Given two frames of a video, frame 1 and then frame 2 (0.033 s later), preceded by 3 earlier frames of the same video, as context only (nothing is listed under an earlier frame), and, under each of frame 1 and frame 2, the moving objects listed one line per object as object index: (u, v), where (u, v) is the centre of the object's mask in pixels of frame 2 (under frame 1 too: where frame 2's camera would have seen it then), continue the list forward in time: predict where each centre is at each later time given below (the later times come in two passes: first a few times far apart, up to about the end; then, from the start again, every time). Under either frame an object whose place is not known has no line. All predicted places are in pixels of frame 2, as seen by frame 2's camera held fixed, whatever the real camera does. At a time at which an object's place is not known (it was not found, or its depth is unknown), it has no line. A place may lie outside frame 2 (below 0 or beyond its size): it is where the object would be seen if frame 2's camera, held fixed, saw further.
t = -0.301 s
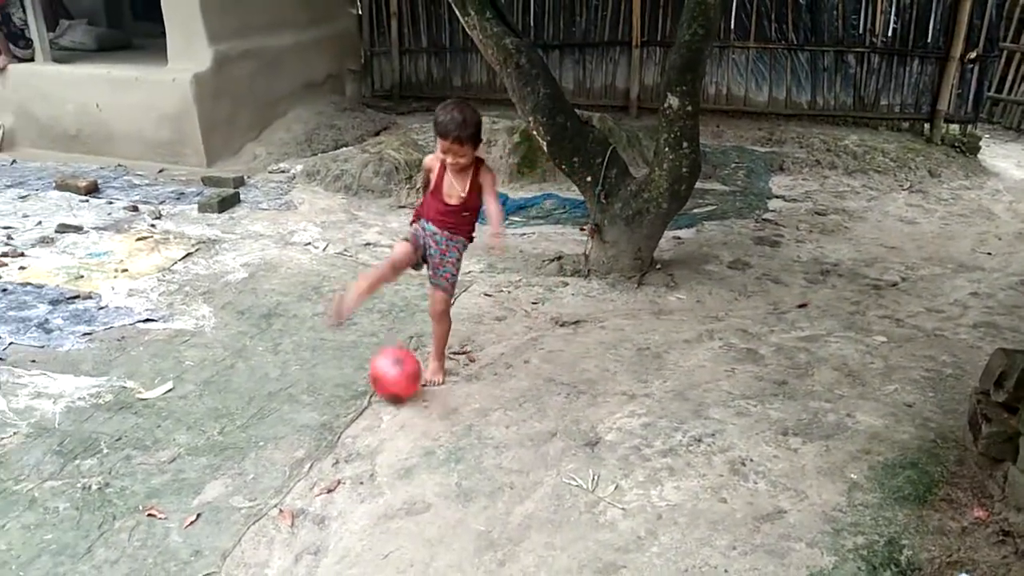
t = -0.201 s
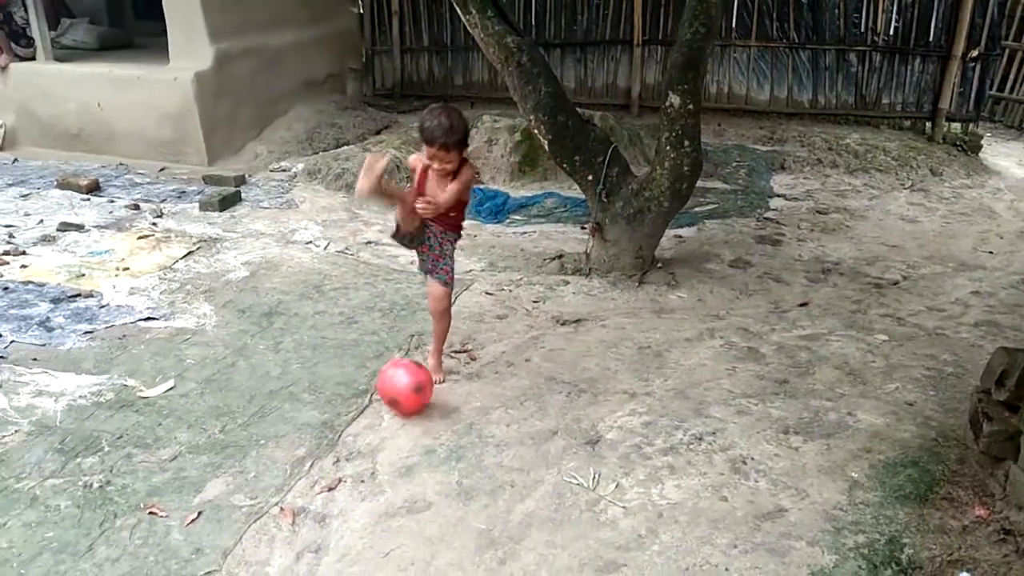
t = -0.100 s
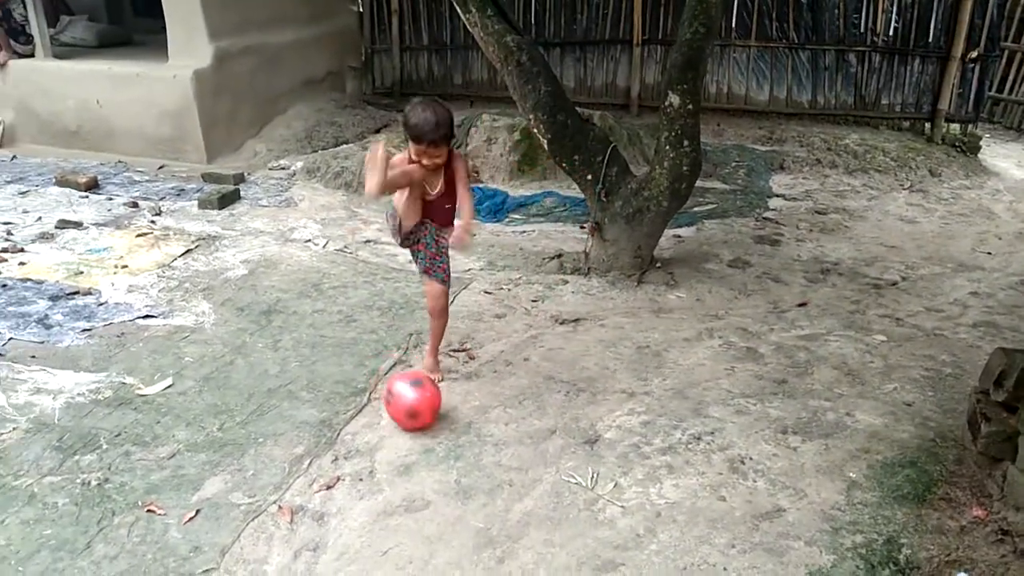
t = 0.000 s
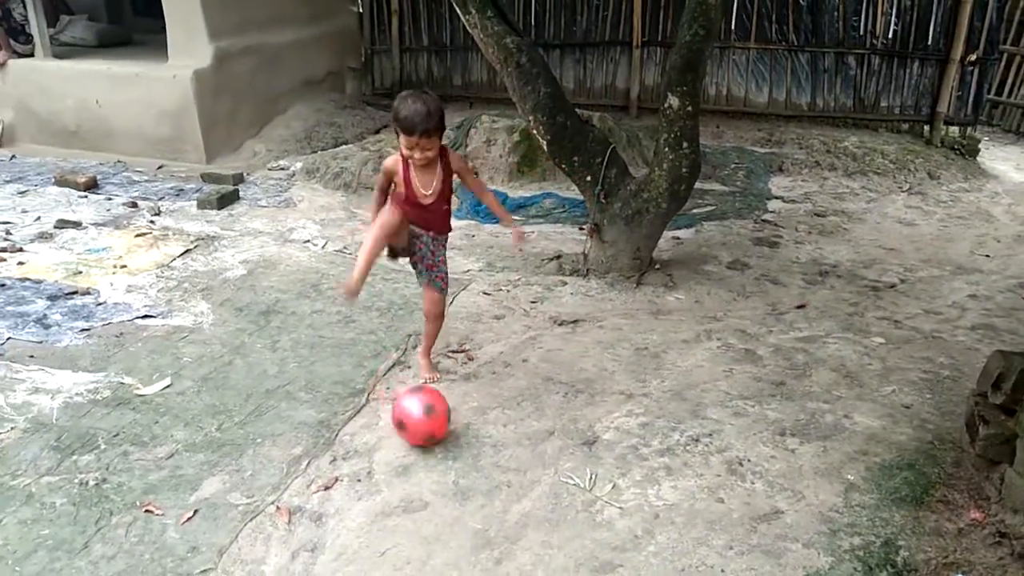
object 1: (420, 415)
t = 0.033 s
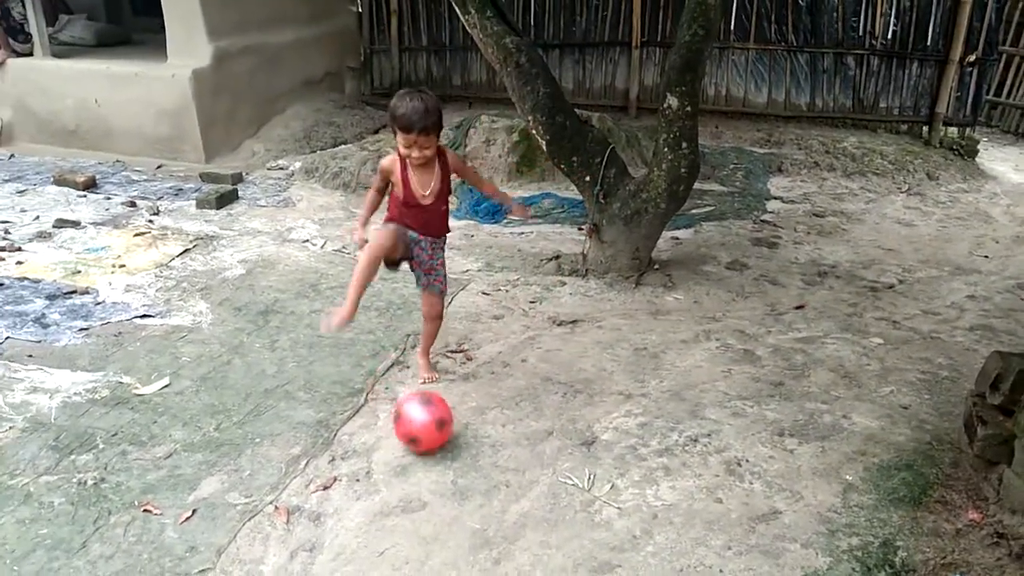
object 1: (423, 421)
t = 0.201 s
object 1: (437, 454)
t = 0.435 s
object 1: (451, 509)
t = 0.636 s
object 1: (462, 553)
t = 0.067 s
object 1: (426, 428)
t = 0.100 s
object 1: (429, 433)
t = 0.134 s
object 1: (432, 440)
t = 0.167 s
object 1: (434, 447)
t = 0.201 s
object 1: (437, 454)
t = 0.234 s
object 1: (439, 461)
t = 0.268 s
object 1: (441, 469)
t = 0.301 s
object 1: (442, 476)
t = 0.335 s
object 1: (445, 485)
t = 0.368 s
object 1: (447, 493)
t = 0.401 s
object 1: (449, 501)
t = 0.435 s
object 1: (451, 509)
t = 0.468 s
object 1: (453, 517)
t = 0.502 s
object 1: (456, 528)
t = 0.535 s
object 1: (458, 535)
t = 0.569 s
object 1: (460, 543)
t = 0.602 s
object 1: (461, 549)
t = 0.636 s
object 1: (462, 553)
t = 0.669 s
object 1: (464, 557)
